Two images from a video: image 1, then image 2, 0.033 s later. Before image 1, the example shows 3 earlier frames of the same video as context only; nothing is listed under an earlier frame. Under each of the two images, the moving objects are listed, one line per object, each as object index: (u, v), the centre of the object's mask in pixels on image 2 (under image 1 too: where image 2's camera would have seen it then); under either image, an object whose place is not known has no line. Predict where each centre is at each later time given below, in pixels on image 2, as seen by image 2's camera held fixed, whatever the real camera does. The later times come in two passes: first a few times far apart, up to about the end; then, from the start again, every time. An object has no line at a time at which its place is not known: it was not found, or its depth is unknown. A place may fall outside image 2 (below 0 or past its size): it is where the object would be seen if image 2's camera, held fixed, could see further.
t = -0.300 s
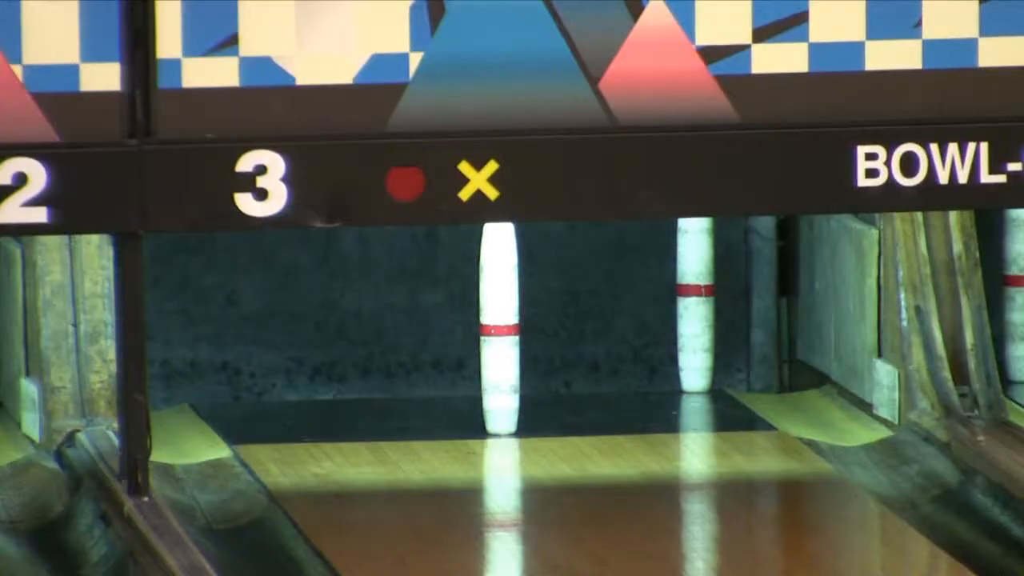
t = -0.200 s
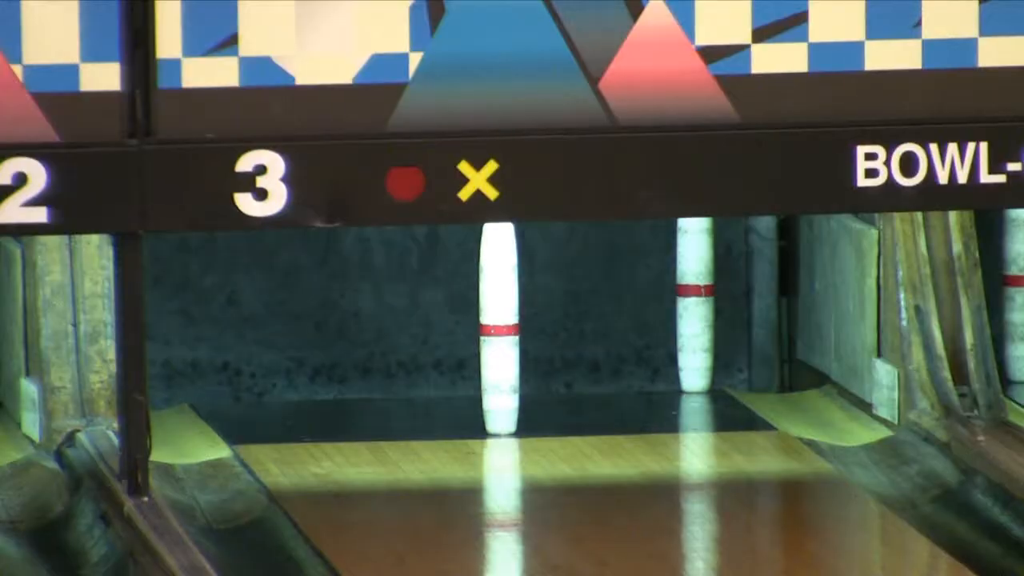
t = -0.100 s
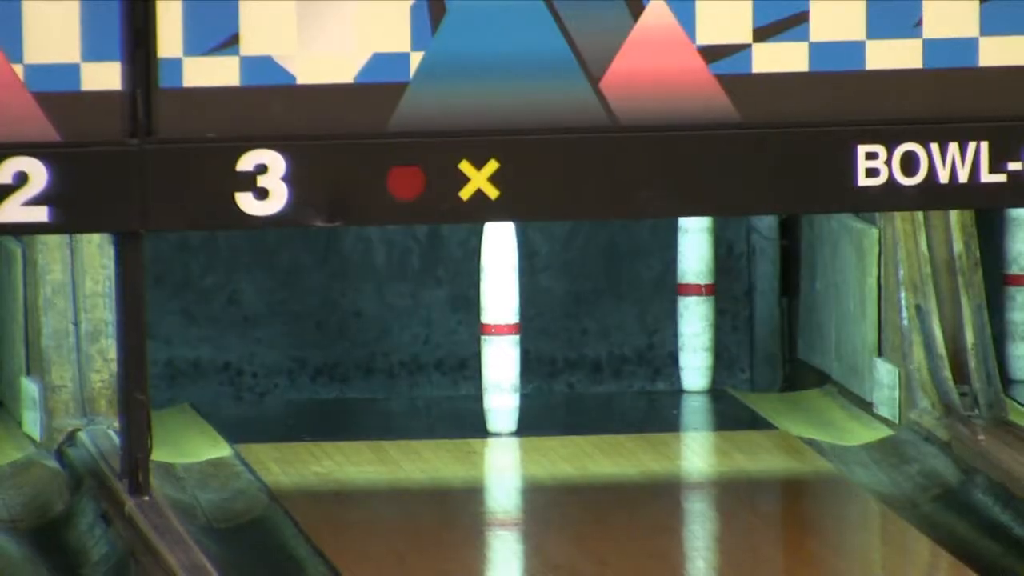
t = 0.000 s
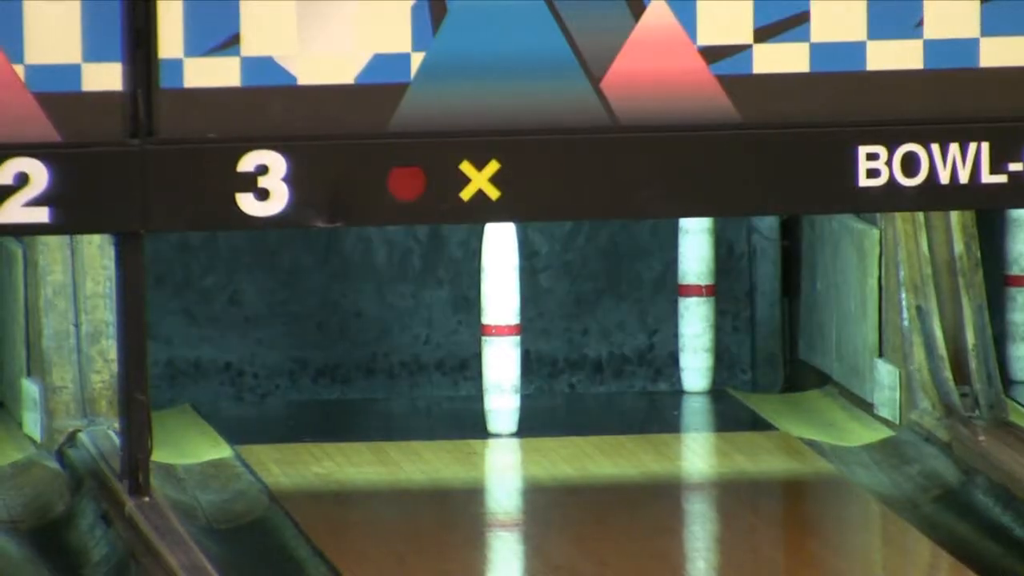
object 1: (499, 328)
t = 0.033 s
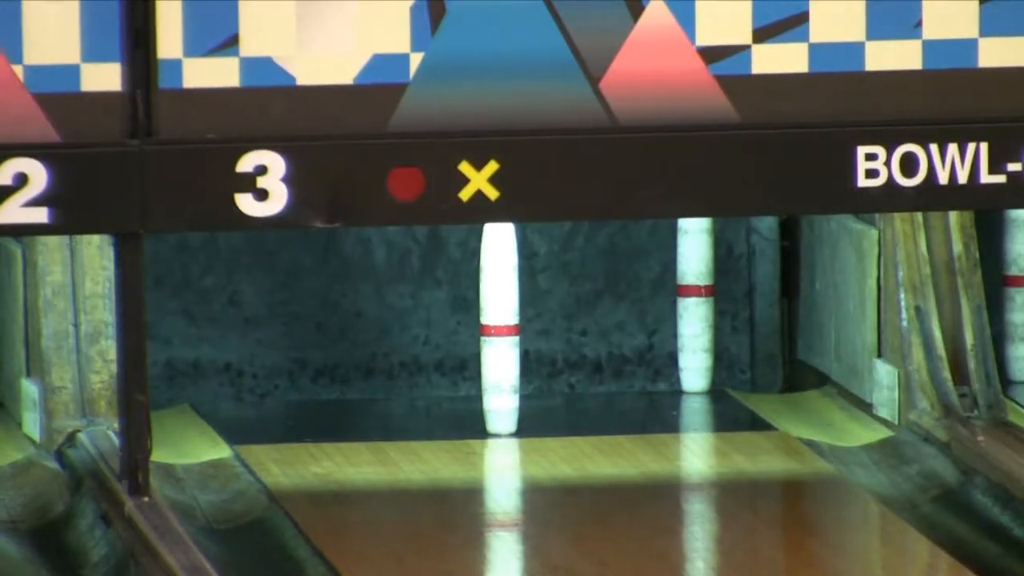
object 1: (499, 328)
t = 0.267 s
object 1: (499, 328)
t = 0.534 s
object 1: (447, 349)
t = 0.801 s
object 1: (324, 386)
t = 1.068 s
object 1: (257, 414)
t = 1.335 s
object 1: (241, 418)
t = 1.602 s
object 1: (243, 418)
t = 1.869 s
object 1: (243, 418)
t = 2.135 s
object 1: (243, 419)
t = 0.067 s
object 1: (499, 328)
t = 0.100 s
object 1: (499, 328)
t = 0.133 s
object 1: (499, 328)
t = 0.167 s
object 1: (499, 328)
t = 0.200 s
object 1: (499, 328)
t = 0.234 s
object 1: (499, 328)
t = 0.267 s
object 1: (499, 328)
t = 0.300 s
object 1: (499, 328)
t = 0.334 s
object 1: (499, 328)
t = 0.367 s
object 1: (499, 328)
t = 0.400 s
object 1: (498, 332)
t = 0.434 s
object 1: (483, 339)
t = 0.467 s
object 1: (465, 336)
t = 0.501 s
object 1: (454, 338)
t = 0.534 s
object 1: (447, 349)
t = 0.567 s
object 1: (436, 373)
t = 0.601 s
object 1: (405, 396)
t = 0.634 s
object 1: (388, 398)
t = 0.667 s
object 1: (375, 388)
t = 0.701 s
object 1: (367, 383)
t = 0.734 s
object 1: (358, 385)
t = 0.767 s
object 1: (339, 384)
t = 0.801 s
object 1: (324, 386)
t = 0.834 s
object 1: (312, 395)
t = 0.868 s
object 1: (304, 410)
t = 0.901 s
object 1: (294, 413)
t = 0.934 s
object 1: (286, 411)
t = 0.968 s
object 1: (277, 412)
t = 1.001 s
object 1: (272, 415)
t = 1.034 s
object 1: (261, 415)
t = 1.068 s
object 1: (257, 414)
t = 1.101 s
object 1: (253, 415)
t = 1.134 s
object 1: (248, 416)
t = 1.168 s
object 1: (242, 417)
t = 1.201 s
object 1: (240, 417)
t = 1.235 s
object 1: (240, 417)
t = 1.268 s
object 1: (240, 417)
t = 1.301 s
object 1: (241, 417)
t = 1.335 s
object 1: (241, 418)
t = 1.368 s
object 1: (241, 418)
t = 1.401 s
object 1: (243, 418)
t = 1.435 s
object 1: (243, 418)
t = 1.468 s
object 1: (243, 417)
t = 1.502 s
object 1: (242, 418)
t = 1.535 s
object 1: (242, 418)
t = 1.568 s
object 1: (243, 418)
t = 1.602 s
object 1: (243, 418)
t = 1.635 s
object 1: (243, 418)
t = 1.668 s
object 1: (243, 418)
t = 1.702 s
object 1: (243, 418)
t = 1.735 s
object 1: (243, 418)
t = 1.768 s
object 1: (243, 418)
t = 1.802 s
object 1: (243, 418)
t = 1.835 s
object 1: (243, 418)
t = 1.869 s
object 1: (243, 418)
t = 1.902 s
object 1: (243, 418)
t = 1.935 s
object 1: (243, 418)
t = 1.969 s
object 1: (243, 418)
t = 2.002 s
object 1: (243, 419)
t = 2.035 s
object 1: (243, 418)
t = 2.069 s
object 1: (243, 419)
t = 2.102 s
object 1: (243, 419)
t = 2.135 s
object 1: (243, 419)
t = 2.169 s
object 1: (243, 419)
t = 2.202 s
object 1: (243, 419)
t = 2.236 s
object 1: (243, 419)
